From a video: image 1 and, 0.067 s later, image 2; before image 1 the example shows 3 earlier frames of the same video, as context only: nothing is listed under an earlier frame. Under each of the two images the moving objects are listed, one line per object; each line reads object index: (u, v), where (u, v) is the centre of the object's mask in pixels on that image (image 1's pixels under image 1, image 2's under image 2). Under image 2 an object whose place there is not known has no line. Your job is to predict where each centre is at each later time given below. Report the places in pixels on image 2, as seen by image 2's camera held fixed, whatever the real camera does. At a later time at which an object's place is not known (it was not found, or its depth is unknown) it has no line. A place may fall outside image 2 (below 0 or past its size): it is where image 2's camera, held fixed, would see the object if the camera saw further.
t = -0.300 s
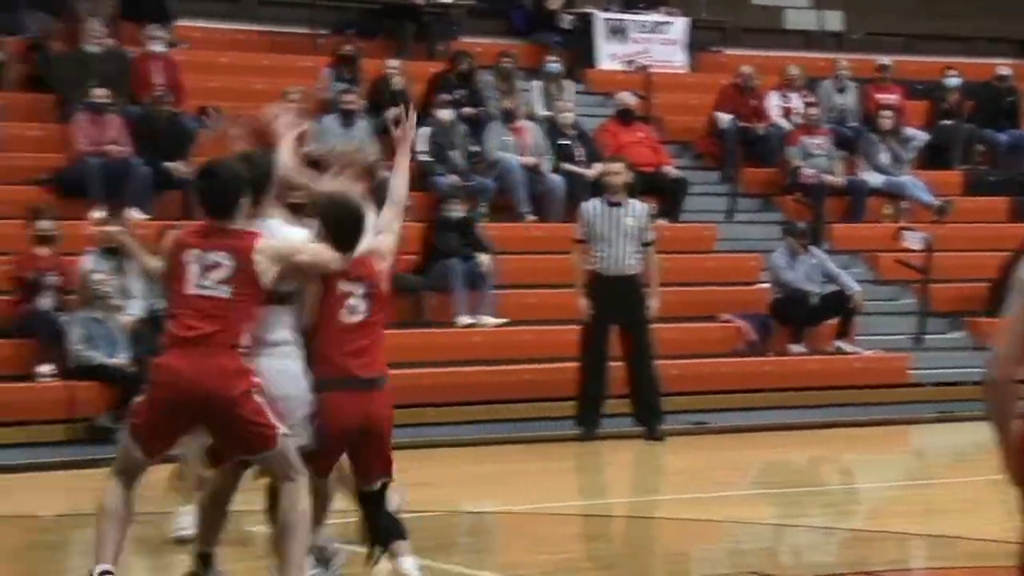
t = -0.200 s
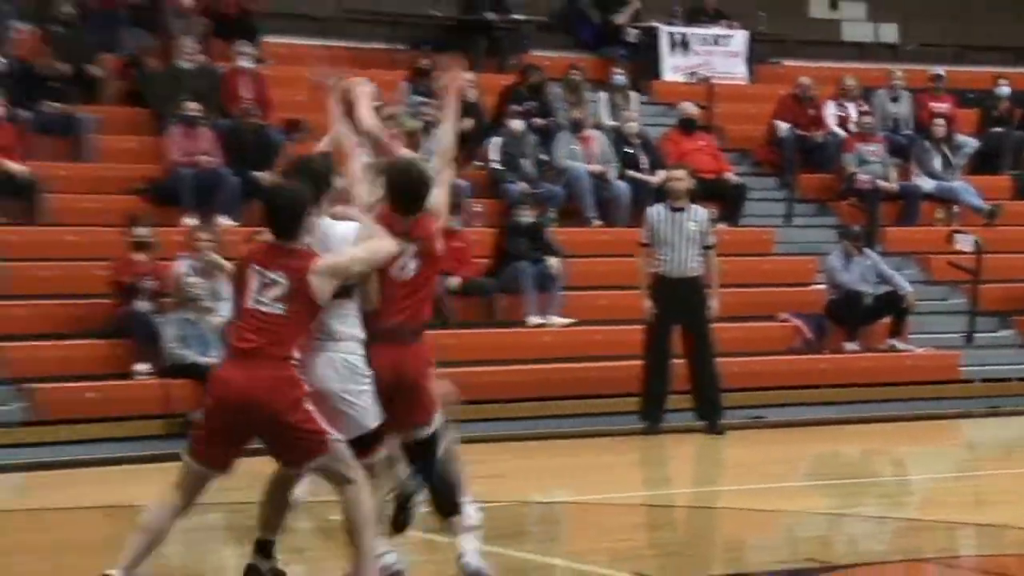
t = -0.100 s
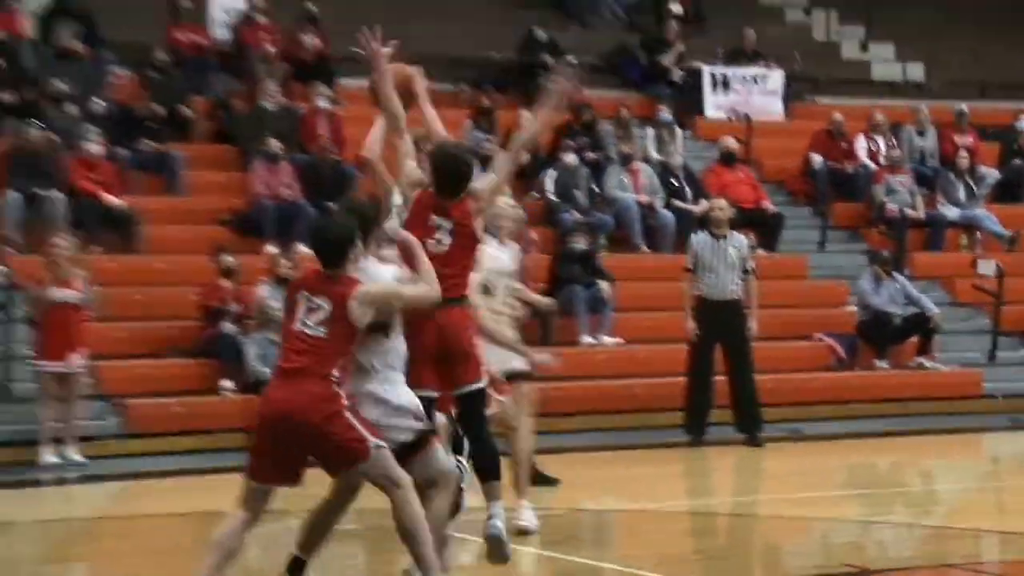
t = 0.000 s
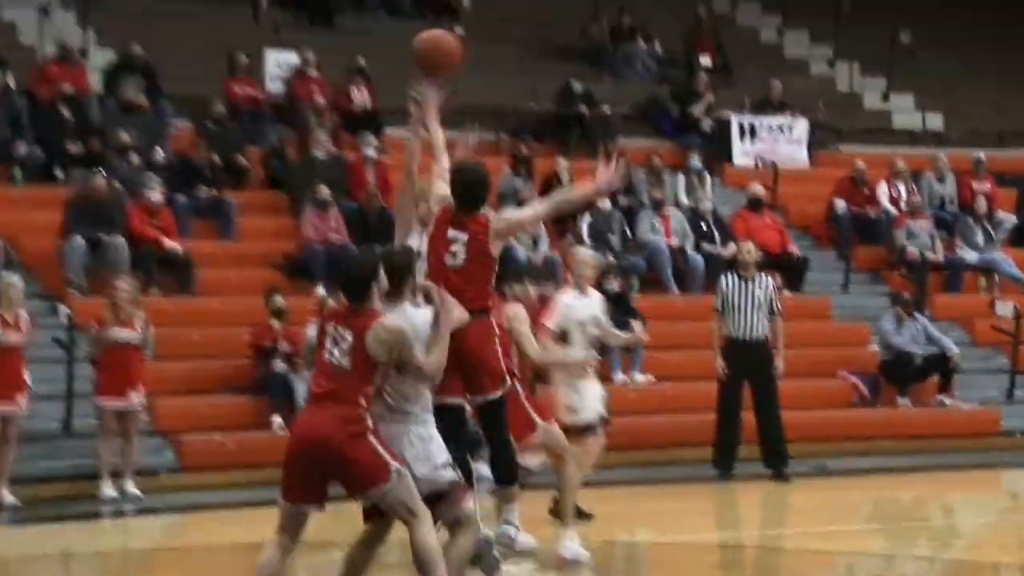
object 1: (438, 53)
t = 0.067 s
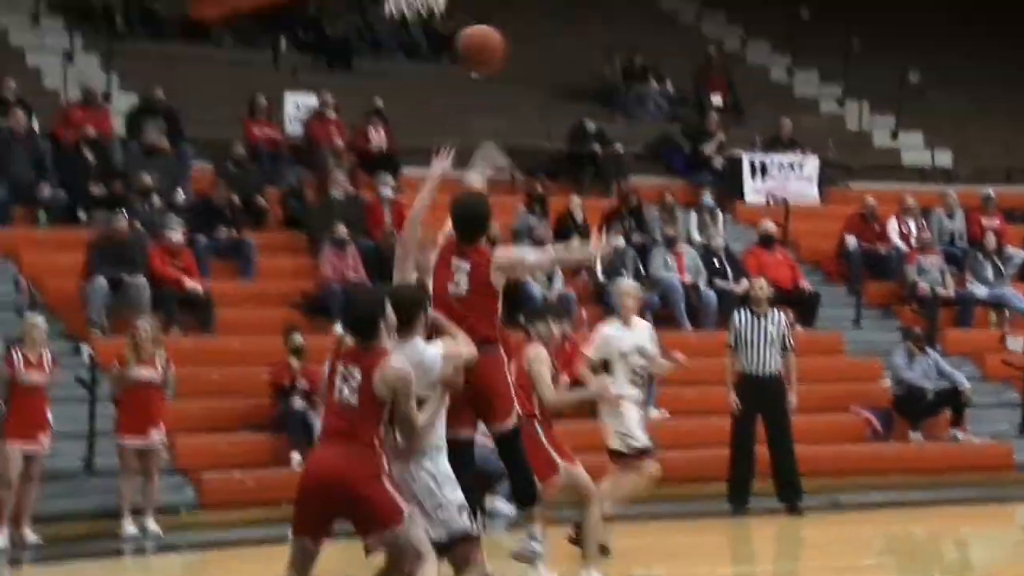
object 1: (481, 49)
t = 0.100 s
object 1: (492, 28)
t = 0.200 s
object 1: (528, -23)
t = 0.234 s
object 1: (544, -34)
